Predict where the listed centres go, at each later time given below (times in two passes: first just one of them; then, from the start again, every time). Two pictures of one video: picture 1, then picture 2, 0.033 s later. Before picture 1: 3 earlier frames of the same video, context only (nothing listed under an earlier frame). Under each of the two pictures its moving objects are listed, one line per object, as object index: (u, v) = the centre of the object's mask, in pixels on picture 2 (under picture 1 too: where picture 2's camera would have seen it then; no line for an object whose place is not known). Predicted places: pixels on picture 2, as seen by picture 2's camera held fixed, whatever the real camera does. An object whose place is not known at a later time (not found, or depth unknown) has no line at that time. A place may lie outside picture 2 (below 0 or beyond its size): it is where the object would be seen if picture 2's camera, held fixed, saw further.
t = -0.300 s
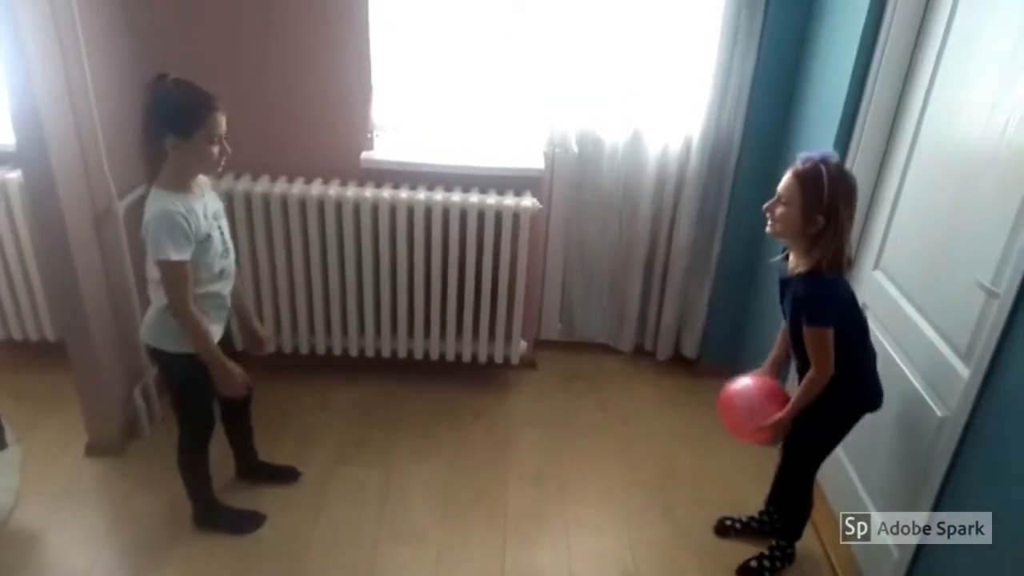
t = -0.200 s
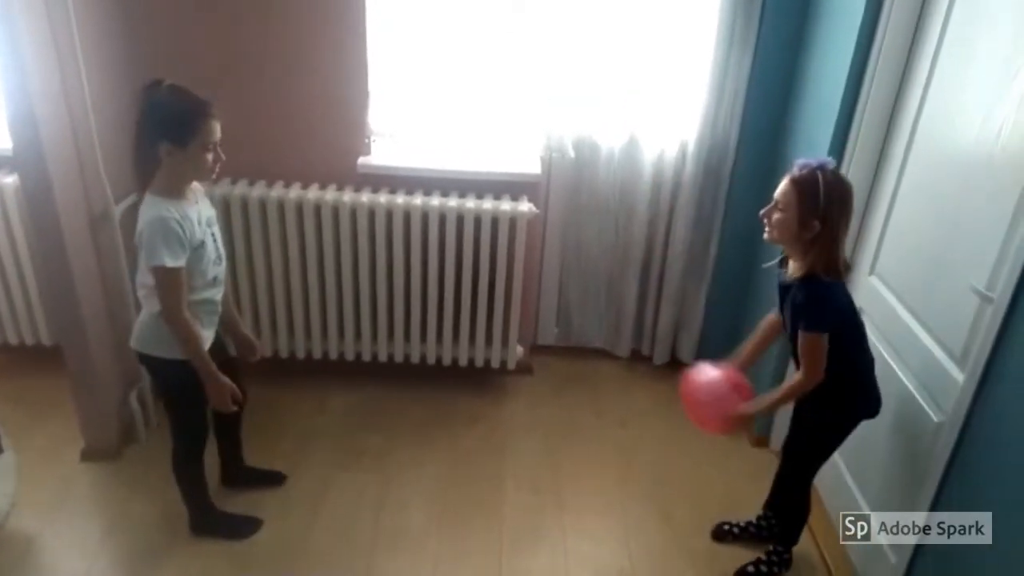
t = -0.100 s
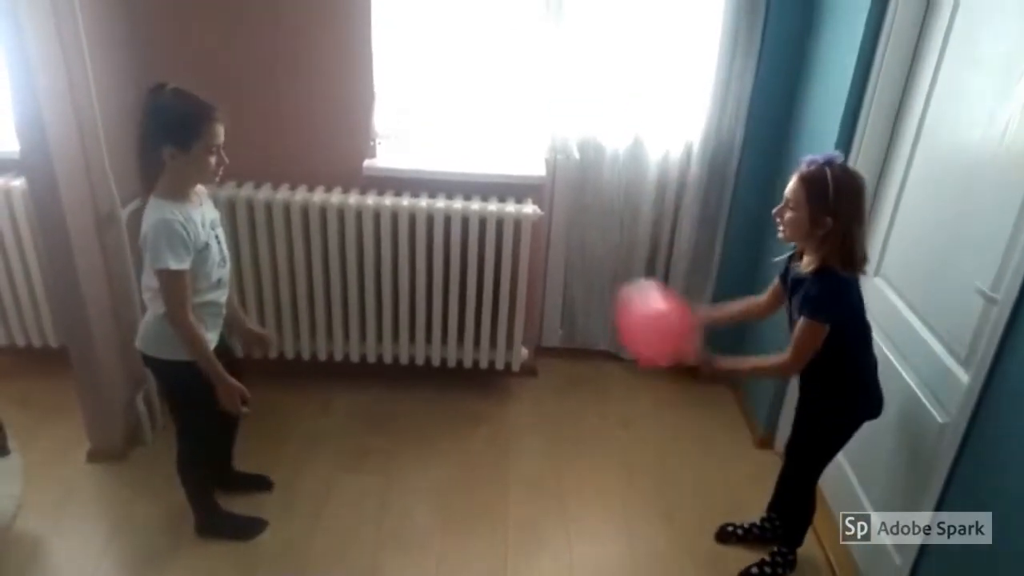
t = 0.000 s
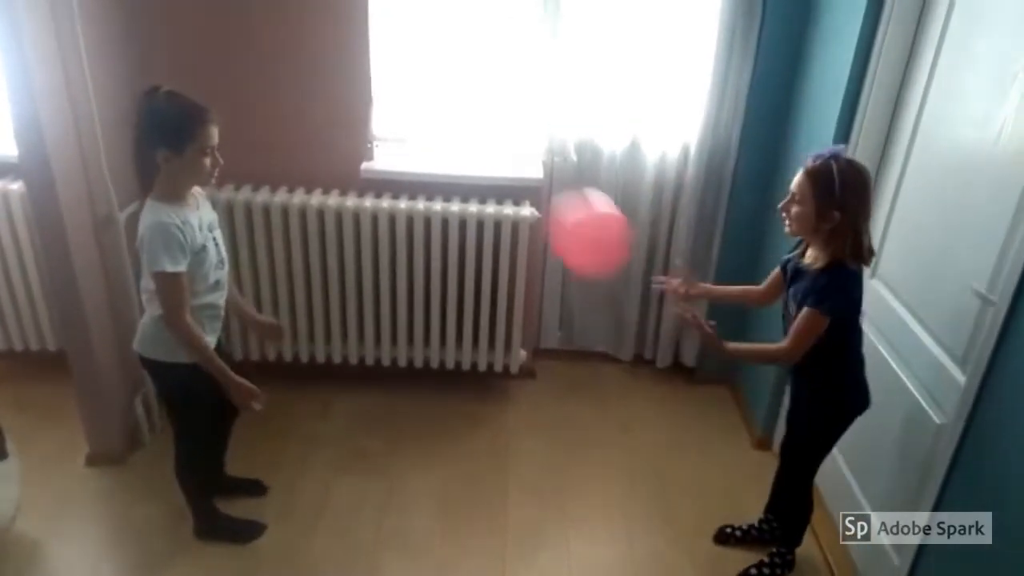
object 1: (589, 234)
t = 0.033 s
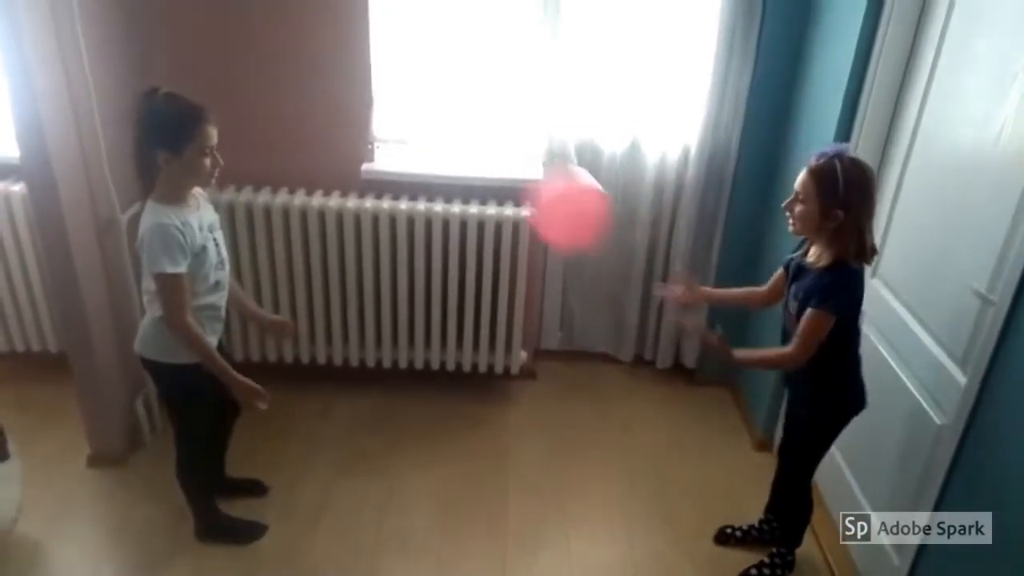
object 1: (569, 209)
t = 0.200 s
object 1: (441, 127)
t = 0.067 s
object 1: (544, 187)
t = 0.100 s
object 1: (521, 168)
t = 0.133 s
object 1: (494, 150)
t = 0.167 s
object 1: (468, 136)
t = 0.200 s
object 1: (441, 127)
